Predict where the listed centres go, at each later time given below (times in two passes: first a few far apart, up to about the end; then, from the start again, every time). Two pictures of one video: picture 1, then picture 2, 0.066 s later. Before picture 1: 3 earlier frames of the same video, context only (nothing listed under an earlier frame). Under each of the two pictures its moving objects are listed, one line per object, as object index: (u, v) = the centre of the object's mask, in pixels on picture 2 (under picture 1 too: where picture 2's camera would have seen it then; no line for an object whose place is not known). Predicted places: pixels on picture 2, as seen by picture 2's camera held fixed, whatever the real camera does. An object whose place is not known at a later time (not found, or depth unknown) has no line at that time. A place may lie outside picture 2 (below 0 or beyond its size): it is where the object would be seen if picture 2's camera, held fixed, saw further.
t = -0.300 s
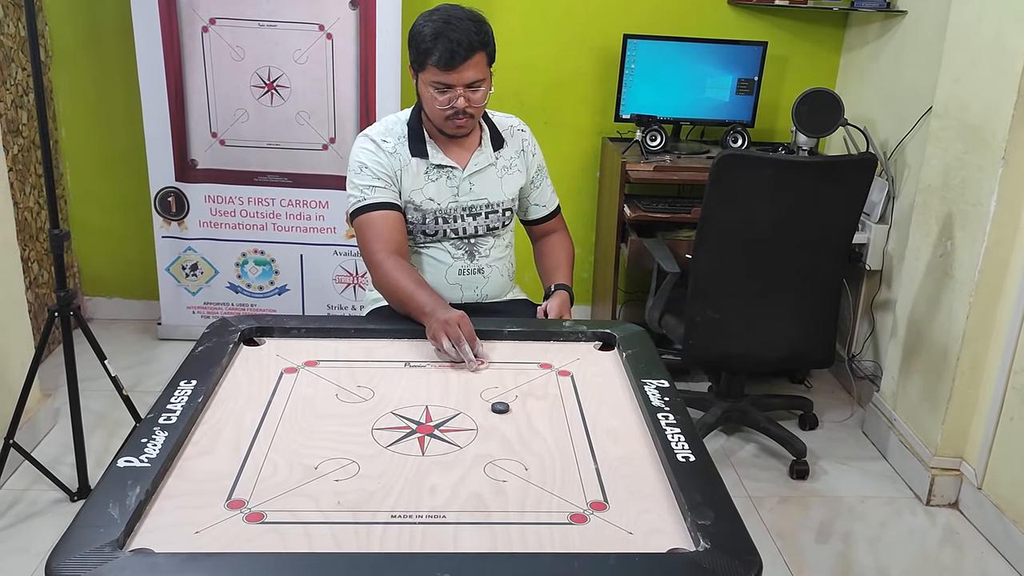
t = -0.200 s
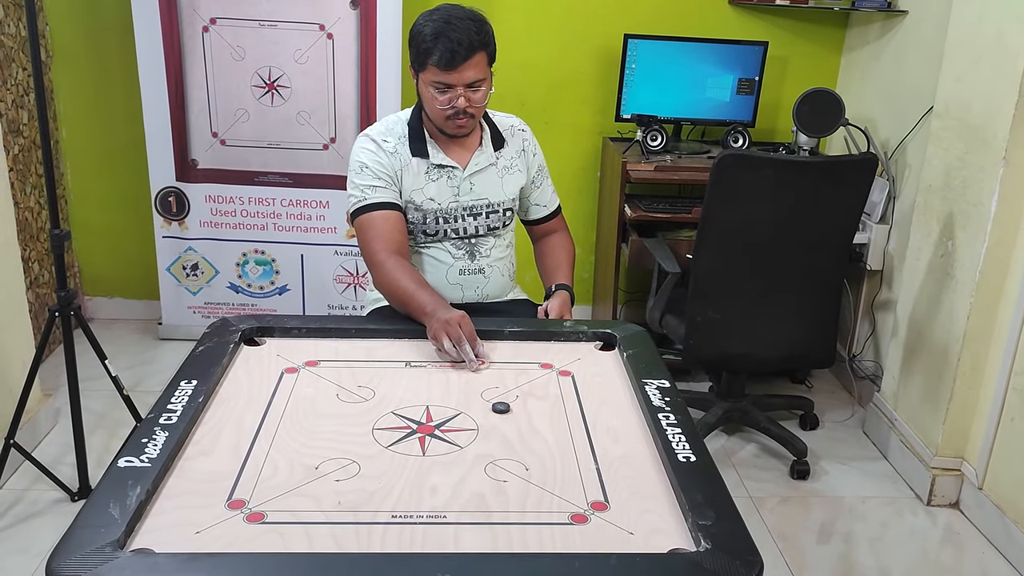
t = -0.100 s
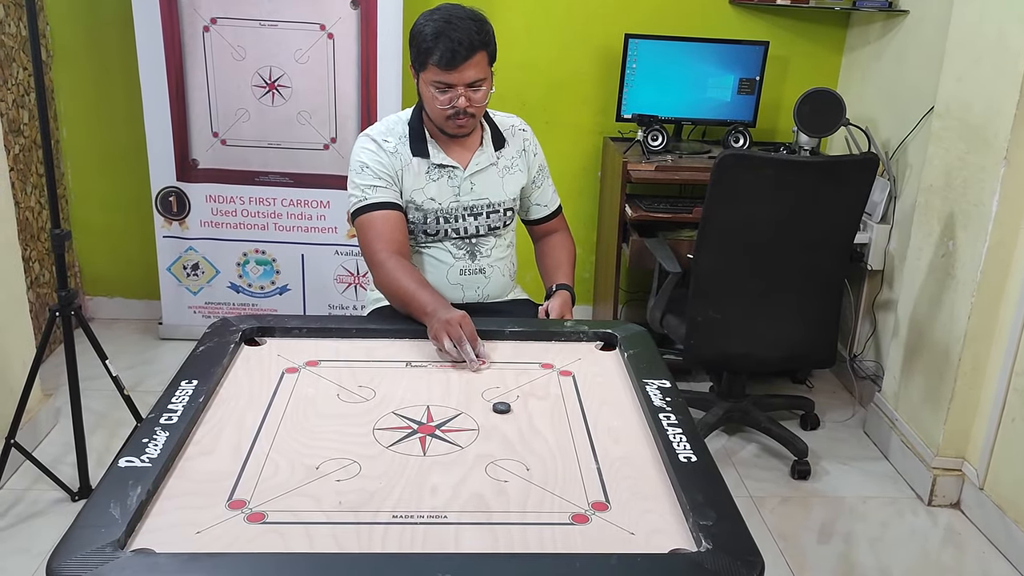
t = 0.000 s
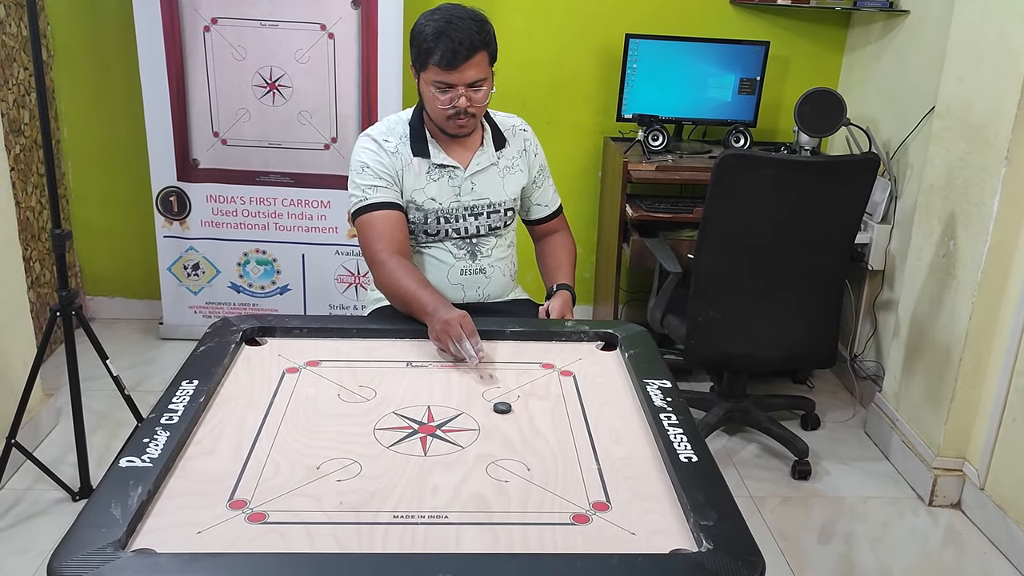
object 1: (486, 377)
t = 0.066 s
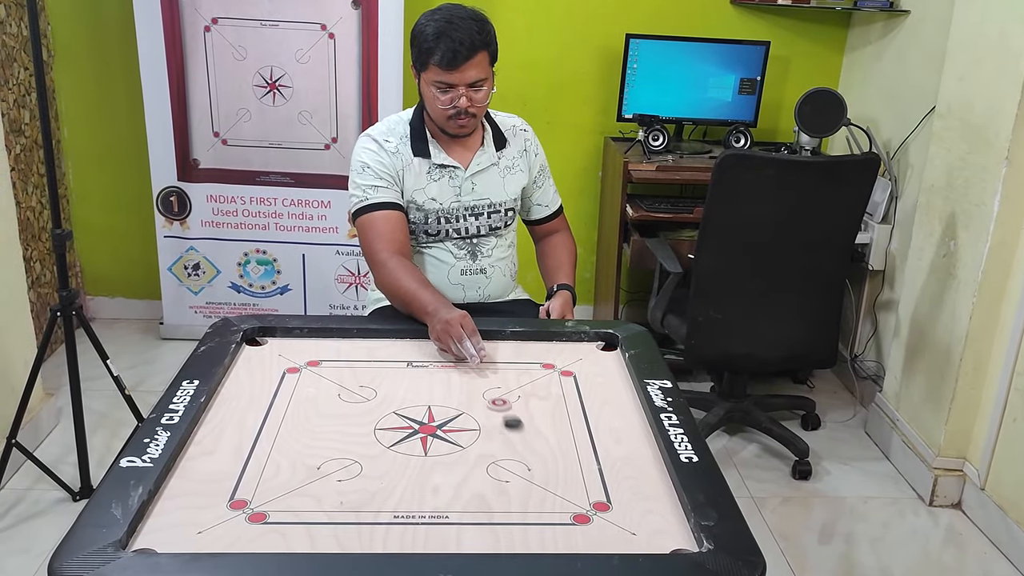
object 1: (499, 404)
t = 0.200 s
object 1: (510, 435)
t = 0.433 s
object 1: (529, 490)
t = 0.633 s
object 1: (540, 526)
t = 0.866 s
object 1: (547, 546)
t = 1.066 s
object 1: (547, 547)
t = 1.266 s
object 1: (547, 547)
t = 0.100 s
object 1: (502, 412)
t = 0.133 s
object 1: (505, 420)
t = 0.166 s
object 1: (507, 428)
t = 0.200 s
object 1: (510, 435)
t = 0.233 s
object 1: (512, 443)
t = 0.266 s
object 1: (516, 451)
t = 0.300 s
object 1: (519, 460)
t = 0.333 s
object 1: (521, 468)
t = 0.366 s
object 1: (524, 476)
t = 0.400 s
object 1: (526, 483)
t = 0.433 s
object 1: (529, 490)
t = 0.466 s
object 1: (531, 497)
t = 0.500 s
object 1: (533, 504)
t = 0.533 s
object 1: (535, 509)
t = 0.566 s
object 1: (537, 516)
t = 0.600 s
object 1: (538, 521)
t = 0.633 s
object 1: (540, 526)
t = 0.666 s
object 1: (542, 531)
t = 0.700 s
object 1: (543, 536)
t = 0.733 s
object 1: (544, 540)
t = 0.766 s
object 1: (545, 542)
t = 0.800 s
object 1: (546, 544)
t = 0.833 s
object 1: (546, 545)
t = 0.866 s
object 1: (547, 546)
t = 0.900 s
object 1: (547, 546)
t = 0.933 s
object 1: (547, 547)
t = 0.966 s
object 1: (547, 547)
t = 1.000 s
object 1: (547, 547)
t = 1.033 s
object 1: (547, 547)
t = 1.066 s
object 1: (547, 547)
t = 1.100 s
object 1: (547, 547)
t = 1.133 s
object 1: (547, 547)
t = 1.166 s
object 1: (547, 547)
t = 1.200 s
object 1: (547, 547)
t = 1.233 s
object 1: (547, 547)
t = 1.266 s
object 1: (547, 547)
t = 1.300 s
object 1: (547, 547)
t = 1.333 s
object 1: (547, 547)
